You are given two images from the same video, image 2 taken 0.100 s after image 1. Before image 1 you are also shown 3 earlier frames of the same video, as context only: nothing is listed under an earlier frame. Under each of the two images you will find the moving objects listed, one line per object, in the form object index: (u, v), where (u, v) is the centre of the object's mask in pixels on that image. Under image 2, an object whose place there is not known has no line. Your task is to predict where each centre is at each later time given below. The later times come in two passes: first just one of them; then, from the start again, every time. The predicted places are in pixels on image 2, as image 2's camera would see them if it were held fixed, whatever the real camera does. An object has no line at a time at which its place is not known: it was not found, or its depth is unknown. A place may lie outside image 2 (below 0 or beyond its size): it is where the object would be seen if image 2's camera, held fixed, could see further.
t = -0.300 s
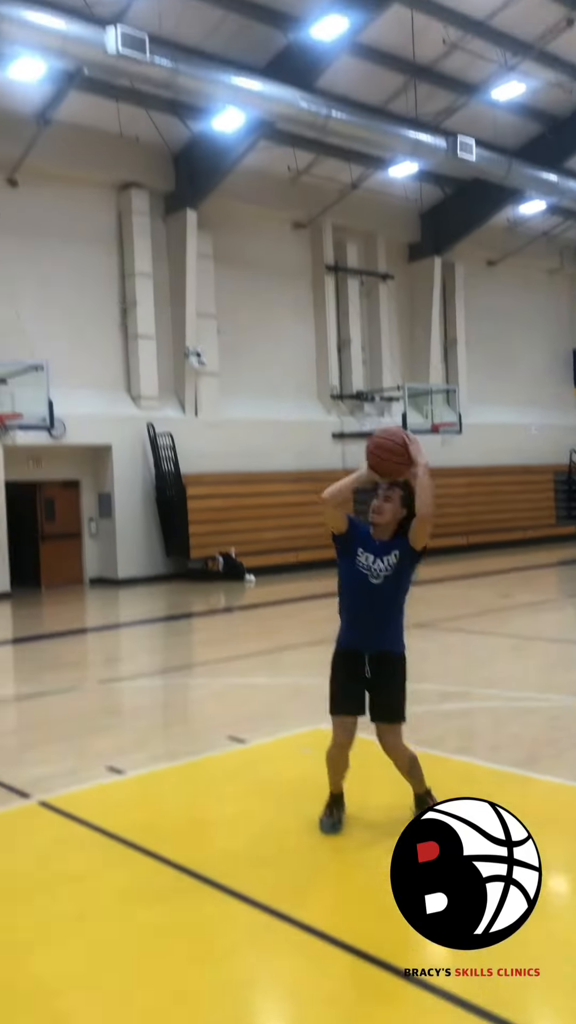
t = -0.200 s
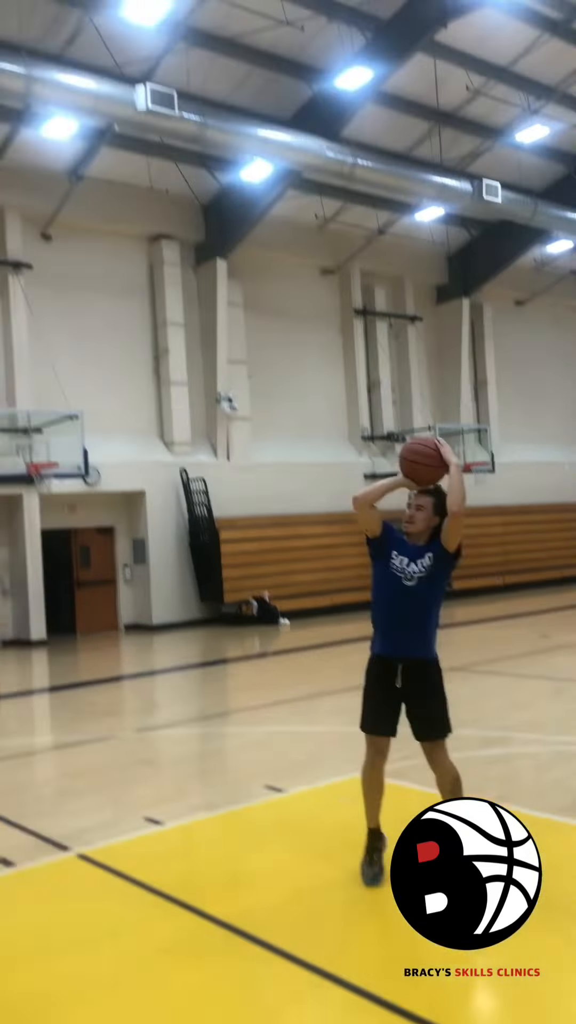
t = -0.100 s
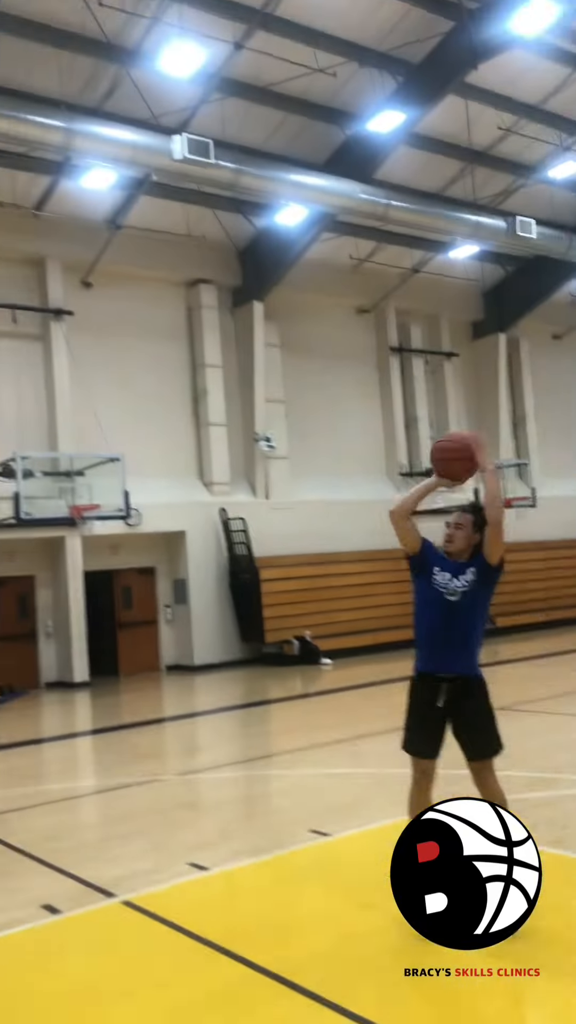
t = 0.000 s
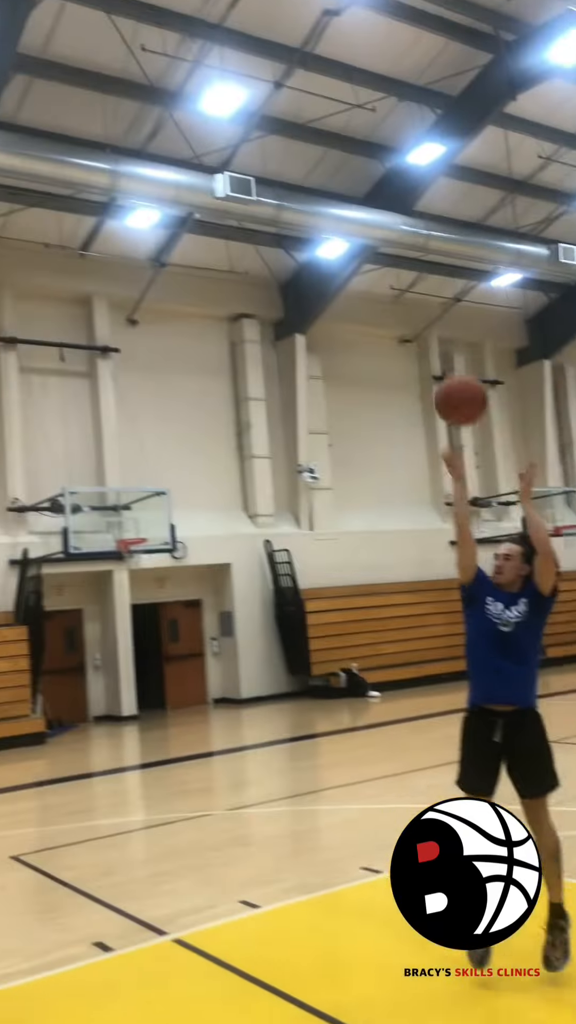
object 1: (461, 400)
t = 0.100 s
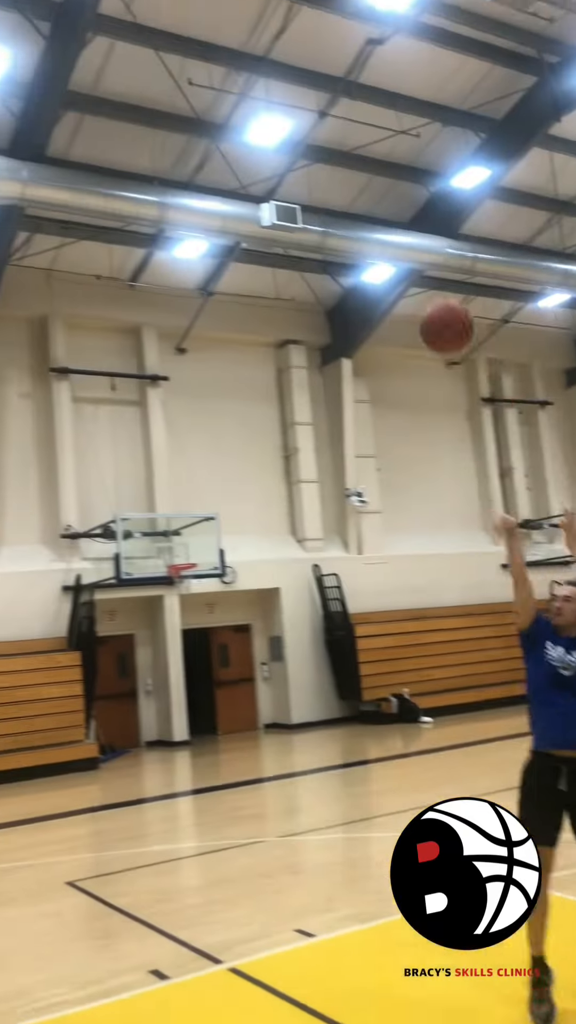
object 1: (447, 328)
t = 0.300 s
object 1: (320, 189)
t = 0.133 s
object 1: (425, 299)
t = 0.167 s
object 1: (407, 274)
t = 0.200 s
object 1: (383, 246)
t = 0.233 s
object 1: (361, 226)
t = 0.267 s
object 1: (339, 208)
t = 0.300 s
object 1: (320, 189)
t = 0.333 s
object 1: (298, 173)
